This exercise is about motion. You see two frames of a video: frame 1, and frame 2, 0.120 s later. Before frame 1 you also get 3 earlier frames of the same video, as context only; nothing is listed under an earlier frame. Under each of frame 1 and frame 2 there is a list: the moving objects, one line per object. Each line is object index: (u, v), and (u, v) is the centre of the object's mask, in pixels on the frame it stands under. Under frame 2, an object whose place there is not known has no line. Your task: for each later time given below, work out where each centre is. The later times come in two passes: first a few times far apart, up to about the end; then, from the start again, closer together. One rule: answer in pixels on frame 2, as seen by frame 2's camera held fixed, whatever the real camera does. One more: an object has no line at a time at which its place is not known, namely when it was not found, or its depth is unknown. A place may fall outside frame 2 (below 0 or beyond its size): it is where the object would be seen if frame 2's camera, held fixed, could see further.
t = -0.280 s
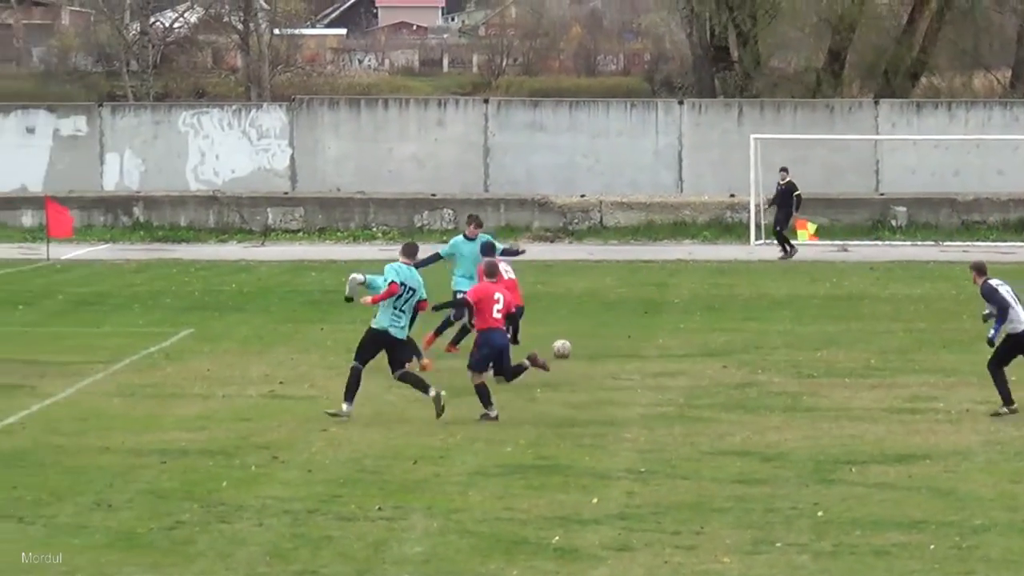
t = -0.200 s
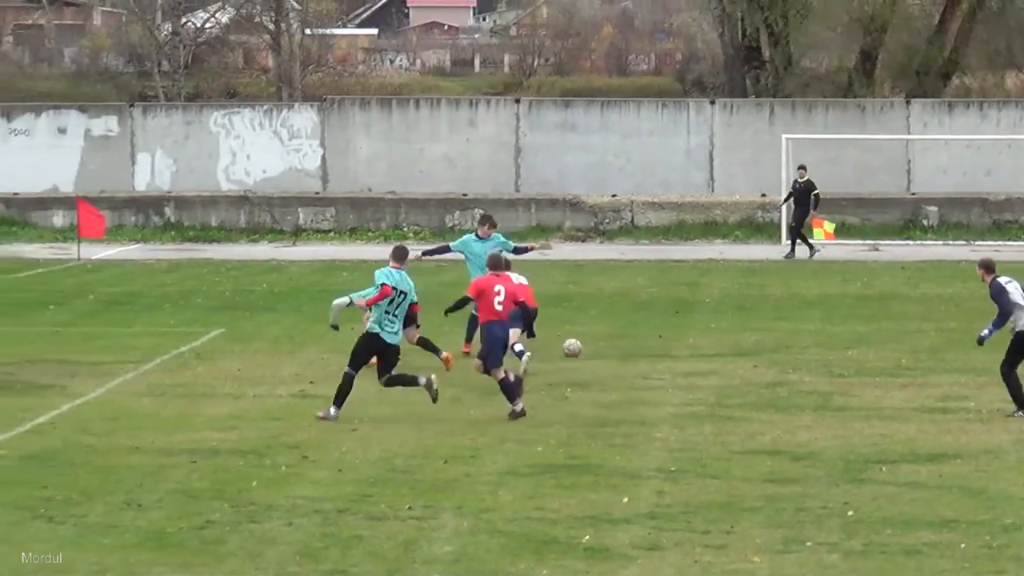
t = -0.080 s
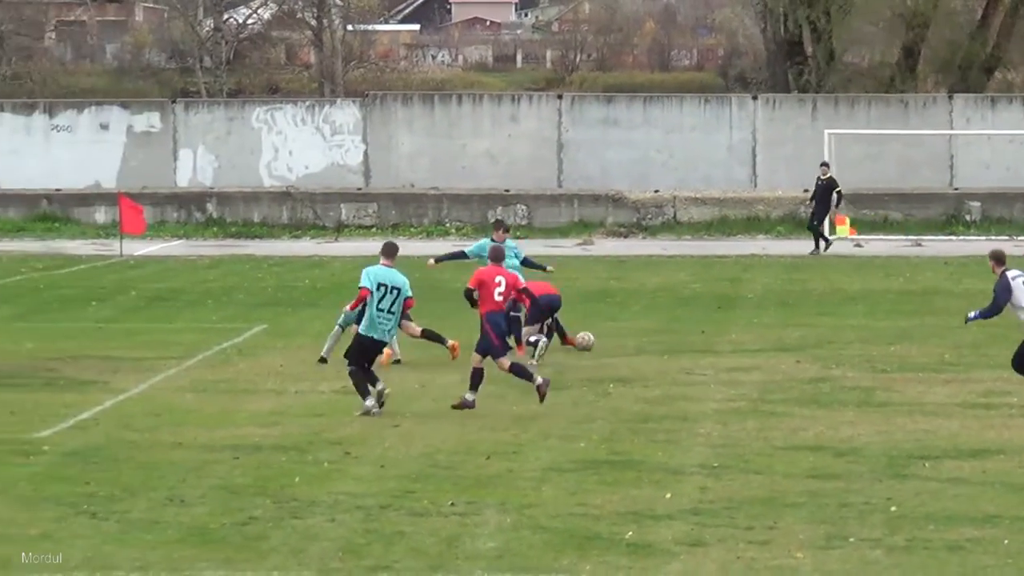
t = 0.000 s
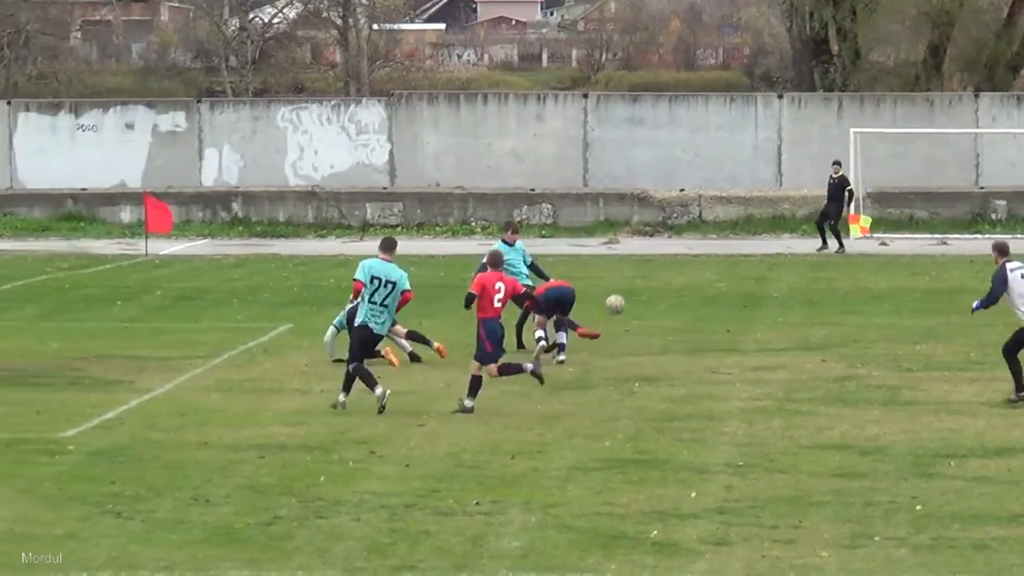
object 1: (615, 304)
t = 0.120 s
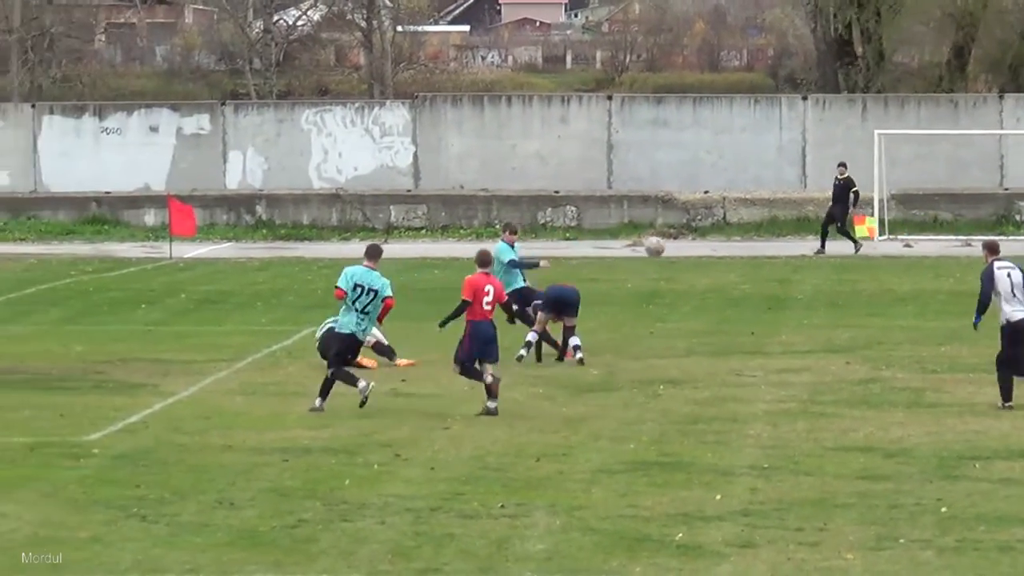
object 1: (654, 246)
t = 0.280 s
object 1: (673, 179)
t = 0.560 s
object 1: (698, 100)
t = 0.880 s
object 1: (718, 89)
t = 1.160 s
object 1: (729, 165)
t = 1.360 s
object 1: (733, 277)
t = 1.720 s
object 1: (723, 459)
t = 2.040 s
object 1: (696, 370)
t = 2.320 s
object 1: (668, 409)
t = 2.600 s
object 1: (640, 574)
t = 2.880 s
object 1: (621, 523)
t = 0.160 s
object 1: (659, 228)
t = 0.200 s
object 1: (664, 211)
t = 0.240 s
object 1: (668, 193)
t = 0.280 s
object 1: (673, 179)
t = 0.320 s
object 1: (676, 165)
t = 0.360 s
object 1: (681, 151)
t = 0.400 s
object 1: (685, 139)
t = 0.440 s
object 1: (688, 127)
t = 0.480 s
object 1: (692, 118)
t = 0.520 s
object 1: (695, 108)
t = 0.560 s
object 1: (698, 100)
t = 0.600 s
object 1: (701, 94)
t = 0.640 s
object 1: (704, 89)
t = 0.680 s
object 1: (706, 85)
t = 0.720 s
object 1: (709, 83)
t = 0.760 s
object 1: (711, 82)
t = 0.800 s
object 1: (713, 83)
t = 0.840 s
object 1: (716, 84)
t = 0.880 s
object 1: (718, 89)
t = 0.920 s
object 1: (720, 95)
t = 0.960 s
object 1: (722, 102)
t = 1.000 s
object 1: (723, 111)
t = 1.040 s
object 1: (724, 122)
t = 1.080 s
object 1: (726, 134)
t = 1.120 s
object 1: (727, 148)
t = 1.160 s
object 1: (729, 165)
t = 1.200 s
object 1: (730, 184)
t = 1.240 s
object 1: (731, 205)
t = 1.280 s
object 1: (731, 226)
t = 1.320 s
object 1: (732, 250)
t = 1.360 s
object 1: (733, 277)
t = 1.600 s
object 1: (732, 483)
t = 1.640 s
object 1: (730, 502)
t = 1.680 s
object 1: (727, 480)
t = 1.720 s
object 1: (723, 459)
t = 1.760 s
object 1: (720, 441)
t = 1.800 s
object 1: (717, 424)
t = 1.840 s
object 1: (713, 410)
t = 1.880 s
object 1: (710, 397)
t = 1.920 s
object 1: (707, 387)
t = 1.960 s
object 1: (703, 379)
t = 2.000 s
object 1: (699, 374)
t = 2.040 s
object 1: (696, 370)
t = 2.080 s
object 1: (692, 368)
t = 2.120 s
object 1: (688, 369)
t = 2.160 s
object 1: (684, 372)
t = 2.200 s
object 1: (680, 378)
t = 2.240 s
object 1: (676, 386)
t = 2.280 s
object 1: (672, 396)
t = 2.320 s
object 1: (668, 409)
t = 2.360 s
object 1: (664, 426)
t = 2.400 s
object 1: (660, 443)
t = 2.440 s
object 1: (656, 464)
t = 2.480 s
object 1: (652, 488)
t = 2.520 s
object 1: (648, 514)
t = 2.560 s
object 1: (644, 543)
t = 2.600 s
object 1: (640, 574)
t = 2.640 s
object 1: (637, 584)
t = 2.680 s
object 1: (634, 568)
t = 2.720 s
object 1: (631, 555)
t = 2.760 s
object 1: (629, 543)
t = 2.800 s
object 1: (626, 534)
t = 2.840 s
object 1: (623, 527)
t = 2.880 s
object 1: (621, 523)
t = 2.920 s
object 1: (617, 522)
